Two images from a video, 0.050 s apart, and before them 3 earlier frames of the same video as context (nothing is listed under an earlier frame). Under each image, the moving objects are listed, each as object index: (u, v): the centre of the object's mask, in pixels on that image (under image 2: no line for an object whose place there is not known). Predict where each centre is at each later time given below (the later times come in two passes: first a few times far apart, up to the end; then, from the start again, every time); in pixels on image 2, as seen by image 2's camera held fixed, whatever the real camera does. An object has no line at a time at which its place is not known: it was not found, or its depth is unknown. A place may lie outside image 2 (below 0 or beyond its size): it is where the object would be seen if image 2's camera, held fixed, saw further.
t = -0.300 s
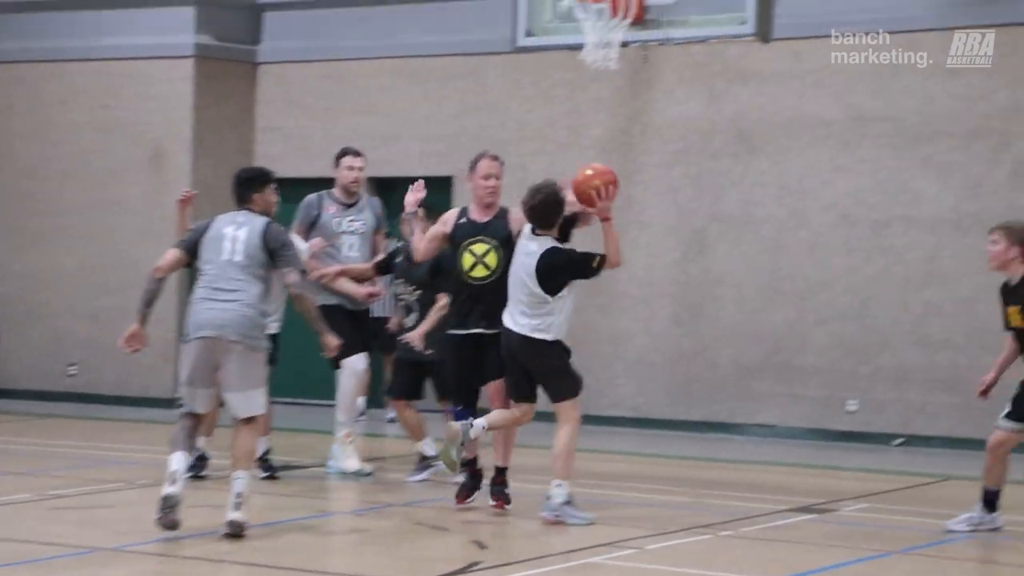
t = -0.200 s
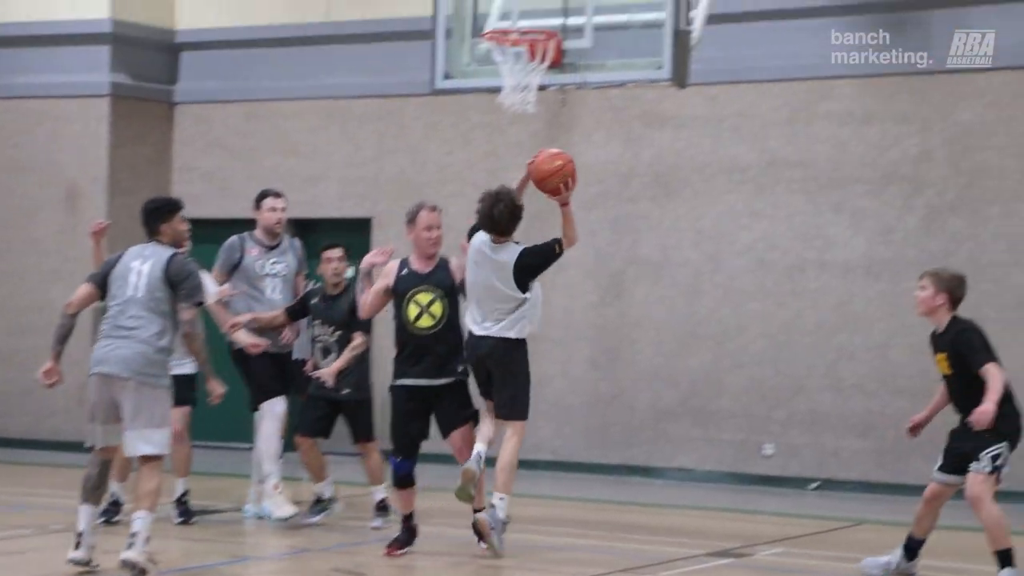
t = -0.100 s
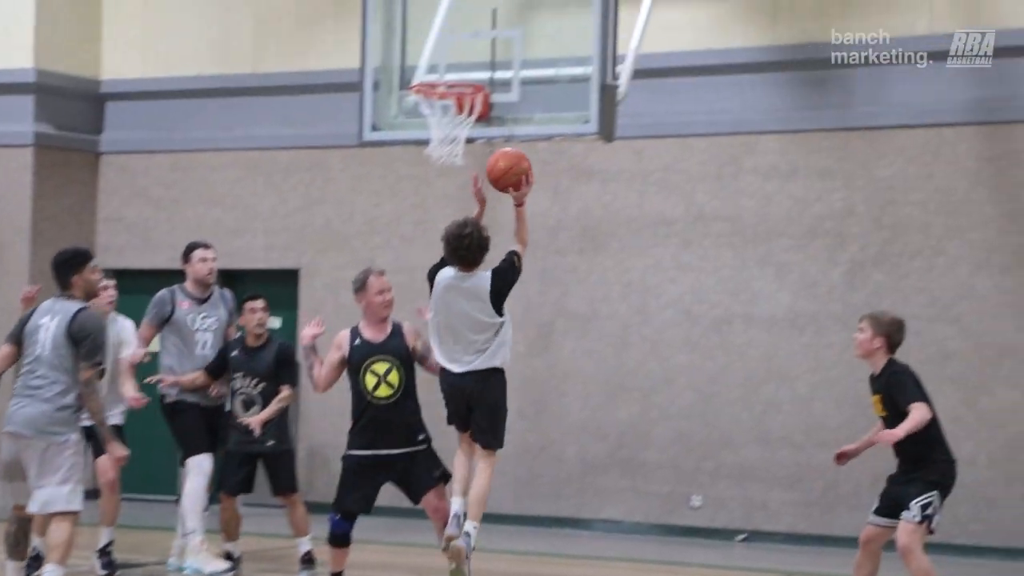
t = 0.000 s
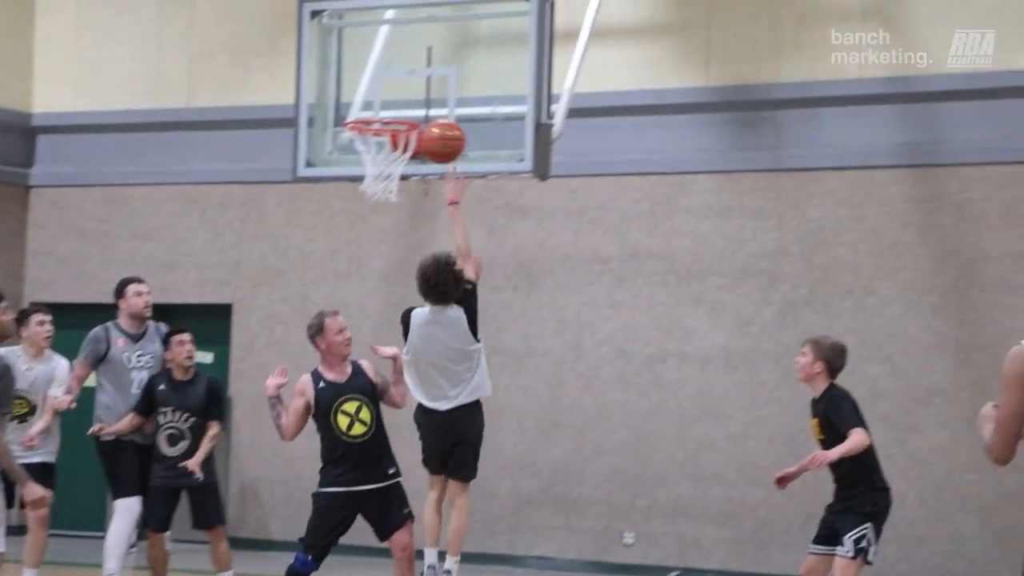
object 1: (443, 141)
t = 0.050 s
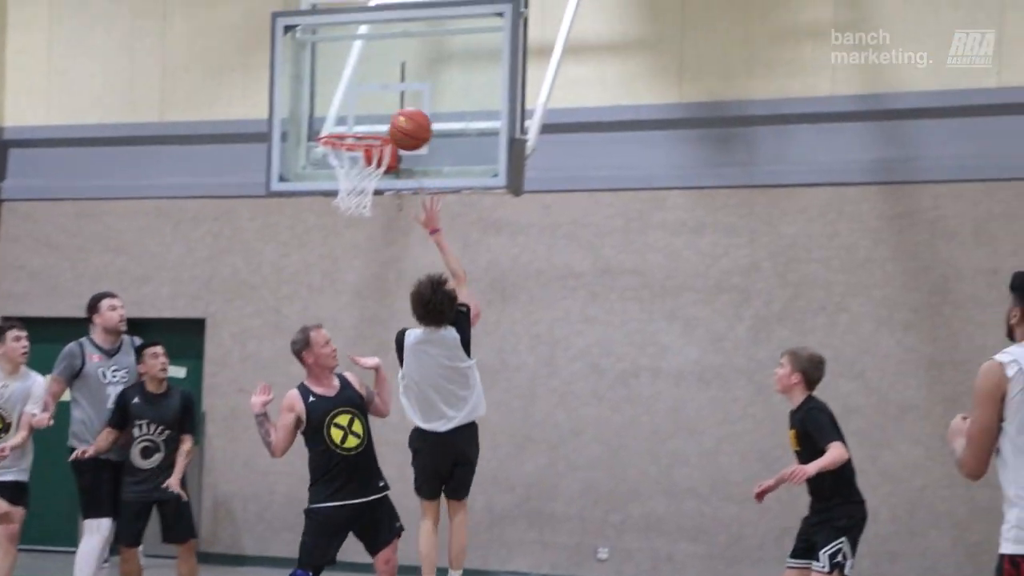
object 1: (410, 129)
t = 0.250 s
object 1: (384, 74)
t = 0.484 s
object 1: (357, 92)
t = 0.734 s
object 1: (381, 160)
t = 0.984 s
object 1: (357, 209)
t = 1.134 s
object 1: (334, 273)
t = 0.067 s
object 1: (408, 122)
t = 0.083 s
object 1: (406, 115)
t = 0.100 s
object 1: (404, 109)
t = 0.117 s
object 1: (401, 103)
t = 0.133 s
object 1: (399, 98)
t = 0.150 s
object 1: (397, 93)
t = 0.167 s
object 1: (395, 89)
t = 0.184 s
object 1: (393, 85)
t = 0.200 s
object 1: (391, 82)
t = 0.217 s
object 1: (388, 79)
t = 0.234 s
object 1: (386, 76)
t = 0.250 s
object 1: (384, 74)
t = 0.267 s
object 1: (382, 73)
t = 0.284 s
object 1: (380, 72)
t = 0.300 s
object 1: (378, 71)
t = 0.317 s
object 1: (376, 71)
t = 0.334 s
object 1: (374, 71)
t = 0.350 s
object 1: (372, 72)
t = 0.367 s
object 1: (370, 73)
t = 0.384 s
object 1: (368, 74)
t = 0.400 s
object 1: (367, 76)
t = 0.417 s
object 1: (365, 78)
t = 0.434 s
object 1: (363, 81)
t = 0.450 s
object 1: (361, 84)
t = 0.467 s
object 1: (359, 88)
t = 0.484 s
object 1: (357, 92)
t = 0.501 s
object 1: (355, 96)
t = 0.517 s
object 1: (353, 100)
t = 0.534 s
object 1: (351, 106)
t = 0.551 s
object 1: (349, 111)
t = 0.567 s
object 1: (347, 117)
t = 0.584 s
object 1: (345, 122)
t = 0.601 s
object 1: (343, 125)
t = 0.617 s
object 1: (341, 129)
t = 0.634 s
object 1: (344, 140)
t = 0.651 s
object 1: (349, 143)
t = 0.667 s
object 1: (359, 147)
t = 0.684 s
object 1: (362, 153)
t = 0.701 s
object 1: (366, 155)
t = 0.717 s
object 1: (380, 159)
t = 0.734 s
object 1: (381, 160)
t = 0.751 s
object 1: (382, 162)
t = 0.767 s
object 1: (382, 166)
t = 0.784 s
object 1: (382, 168)
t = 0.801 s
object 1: (382, 169)
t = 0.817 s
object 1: (381, 174)
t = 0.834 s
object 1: (380, 179)
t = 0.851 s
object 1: (377, 182)
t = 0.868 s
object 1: (375, 183)
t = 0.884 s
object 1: (373, 186)
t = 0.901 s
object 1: (371, 189)
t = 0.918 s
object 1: (368, 192)
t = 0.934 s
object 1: (365, 199)
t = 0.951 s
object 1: (362, 202)
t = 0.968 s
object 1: (360, 205)
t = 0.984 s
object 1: (357, 209)
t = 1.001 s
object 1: (355, 214)
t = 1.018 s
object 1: (352, 220)
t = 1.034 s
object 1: (350, 226)
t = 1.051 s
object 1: (347, 233)
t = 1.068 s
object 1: (344, 240)
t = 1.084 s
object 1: (342, 247)
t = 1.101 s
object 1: (339, 255)
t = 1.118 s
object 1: (336, 264)
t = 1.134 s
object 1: (334, 273)
